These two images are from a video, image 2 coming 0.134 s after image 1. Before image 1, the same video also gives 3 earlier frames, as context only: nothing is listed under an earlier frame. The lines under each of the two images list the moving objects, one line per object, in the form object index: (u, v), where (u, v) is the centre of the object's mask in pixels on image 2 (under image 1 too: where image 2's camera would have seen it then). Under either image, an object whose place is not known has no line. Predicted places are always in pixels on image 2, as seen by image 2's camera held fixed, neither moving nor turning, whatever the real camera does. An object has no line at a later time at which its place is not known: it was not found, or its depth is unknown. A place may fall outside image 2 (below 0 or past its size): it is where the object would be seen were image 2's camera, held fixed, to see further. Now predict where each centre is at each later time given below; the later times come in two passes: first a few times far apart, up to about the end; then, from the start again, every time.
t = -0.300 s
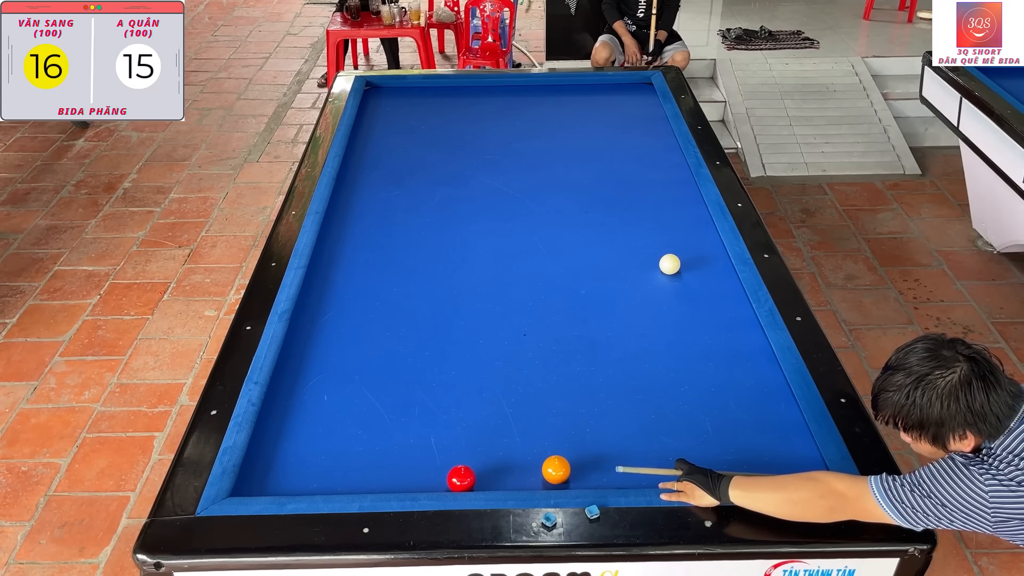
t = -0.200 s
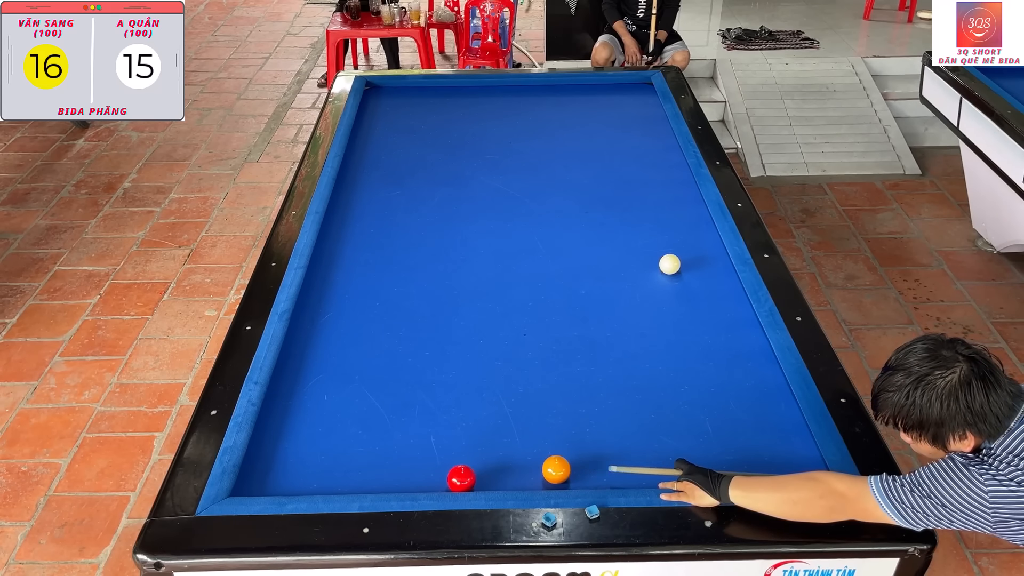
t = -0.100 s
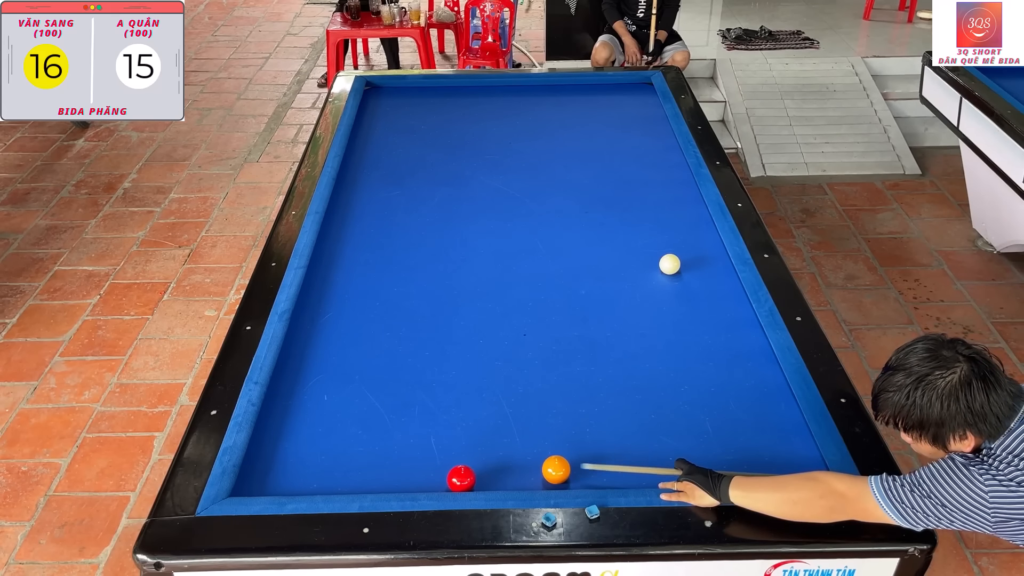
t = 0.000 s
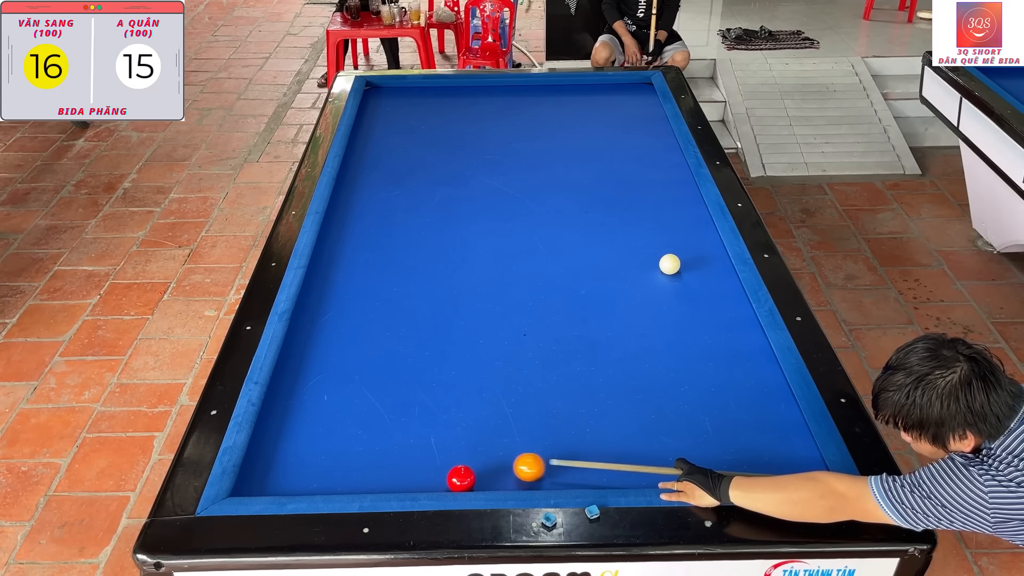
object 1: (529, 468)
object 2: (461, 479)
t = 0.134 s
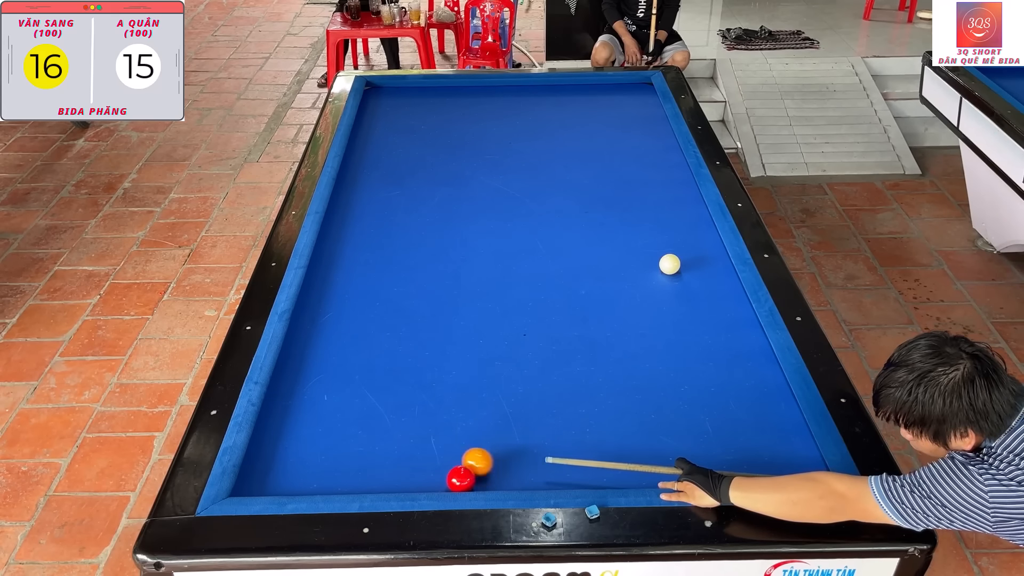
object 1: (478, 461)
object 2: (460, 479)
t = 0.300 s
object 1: (428, 444)
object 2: (449, 479)
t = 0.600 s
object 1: (344, 416)
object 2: (434, 468)
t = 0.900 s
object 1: (285, 391)
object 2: (421, 457)
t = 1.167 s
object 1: (332, 374)
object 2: (410, 448)
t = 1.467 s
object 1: (374, 356)
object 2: (400, 438)
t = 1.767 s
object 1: (413, 340)
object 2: (391, 430)
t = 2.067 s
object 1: (448, 325)
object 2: (384, 422)
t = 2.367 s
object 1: (481, 312)
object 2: (377, 416)
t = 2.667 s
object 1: (511, 300)
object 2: (371, 411)
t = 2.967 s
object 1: (538, 288)
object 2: (366, 406)
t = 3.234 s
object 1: (561, 279)
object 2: (362, 402)
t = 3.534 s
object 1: (585, 269)
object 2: (359, 398)
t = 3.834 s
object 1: (608, 260)
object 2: (356, 396)
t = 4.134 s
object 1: (629, 252)
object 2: (352, 396)
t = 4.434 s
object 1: (649, 245)
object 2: (350, 396)
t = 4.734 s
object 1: (667, 238)
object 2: (350, 396)
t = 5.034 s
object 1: (684, 231)
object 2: (351, 396)
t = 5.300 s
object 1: (698, 226)
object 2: (351, 396)
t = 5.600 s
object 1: (699, 222)
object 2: (351, 396)
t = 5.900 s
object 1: (689, 218)
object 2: (351, 396)
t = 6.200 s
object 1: (680, 216)
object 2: (351, 396)
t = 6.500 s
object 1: (672, 213)
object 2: (351, 396)
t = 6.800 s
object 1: (666, 211)
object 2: (351, 396)
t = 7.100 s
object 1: (660, 209)
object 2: (351, 396)
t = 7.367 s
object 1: (656, 208)
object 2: (351, 396)
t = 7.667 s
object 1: (652, 206)
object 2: (351, 396)
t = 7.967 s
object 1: (650, 205)
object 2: (351, 396)
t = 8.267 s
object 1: (648, 204)
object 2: (351, 396)
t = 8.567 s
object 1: (648, 204)
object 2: (351, 396)
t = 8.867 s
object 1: (648, 204)
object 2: (351, 396)
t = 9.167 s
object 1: (648, 204)
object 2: (351, 396)
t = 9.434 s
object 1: (648, 205)
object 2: (351, 396)
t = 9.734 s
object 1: (648, 205)
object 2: (351, 396)
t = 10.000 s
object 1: (648, 205)
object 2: (351, 396)
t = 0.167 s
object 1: (468, 458)
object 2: (457, 481)
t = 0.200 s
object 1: (458, 454)
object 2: (454, 482)
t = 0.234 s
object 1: (448, 451)
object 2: (452, 481)
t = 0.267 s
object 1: (438, 448)
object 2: (450, 480)
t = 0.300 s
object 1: (428, 444)
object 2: (449, 479)
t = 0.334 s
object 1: (418, 441)
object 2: (447, 478)
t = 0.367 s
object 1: (409, 438)
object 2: (445, 477)
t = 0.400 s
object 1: (399, 435)
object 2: (444, 476)
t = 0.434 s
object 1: (390, 431)
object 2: (442, 475)
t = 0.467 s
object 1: (381, 428)
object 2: (440, 473)
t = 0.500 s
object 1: (371, 425)
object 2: (439, 472)
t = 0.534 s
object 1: (362, 422)
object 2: (437, 470)
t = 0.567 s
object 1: (353, 419)
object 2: (435, 469)
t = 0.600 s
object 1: (344, 416)
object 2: (434, 468)
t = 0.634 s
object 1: (335, 413)
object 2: (432, 467)
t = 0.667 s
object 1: (327, 410)
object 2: (431, 465)
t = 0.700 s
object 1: (318, 407)
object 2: (429, 464)
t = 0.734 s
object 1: (310, 404)
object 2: (428, 463)
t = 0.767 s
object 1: (301, 402)
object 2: (426, 462)
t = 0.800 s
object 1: (292, 399)
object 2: (425, 460)
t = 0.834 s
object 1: (284, 396)
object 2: (423, 459)
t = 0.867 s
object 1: (278, 393)
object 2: (422, 458)
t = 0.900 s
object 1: (285, 391)
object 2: (421, 457)
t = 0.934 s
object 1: (292, 389)
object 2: (419, 455)
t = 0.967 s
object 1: (299, 386)
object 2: (418, 454)
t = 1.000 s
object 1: (305, 384)
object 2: (416, 453)
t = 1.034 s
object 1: (311, 382)
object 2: (415, 452)
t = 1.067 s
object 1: (317, 380)
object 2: (414, 451)
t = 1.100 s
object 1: (322, 378)
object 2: (412, 450)
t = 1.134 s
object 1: (327, 376)
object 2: (411, 449)
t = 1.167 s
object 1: (332, 374)
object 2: (410, 448)
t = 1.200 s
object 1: (336, 371)
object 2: (408, 447)
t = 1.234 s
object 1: (341, 369)
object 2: (407, 445)
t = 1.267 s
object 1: (346, 367)
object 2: (406, 444)
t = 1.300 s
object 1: (351, 365)
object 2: (405, 443)
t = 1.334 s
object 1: (356, 363)
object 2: (404, 442)
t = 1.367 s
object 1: (360, 361)
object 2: (403, 441)
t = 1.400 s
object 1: (365, 360)
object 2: (402, 440)
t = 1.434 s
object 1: (369, 358)
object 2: (401, 439)
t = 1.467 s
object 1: (374, 356)
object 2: (400, 438)
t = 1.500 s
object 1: (378, 354)
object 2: (399, 437)
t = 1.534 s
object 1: (383, 352)
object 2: (398, 436)
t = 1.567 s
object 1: (387, 350)
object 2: (397, 435)
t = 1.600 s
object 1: (392, 348)
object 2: (396, 434)
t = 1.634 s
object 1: (396, 346)
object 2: (395, 433)
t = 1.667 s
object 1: (400, 345)
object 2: (394, 432)
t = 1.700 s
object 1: (405, 343)
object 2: (393, 431)
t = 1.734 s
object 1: (409, 341)
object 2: (392, 431)
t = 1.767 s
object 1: (413, 340)
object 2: (391, 430)
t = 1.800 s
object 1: (417, 338)
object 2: (390, 429)
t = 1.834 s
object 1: (421, 336)
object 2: (389, 428)
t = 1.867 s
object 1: (425, 335)
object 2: (388, 427)
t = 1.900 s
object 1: (429, 333)
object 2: (388, 426)
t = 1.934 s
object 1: (433, 331)
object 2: (387, 426)
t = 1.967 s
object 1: (437, 330)
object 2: (386, 425)
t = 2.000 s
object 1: (441, 328)
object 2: (385, 424)
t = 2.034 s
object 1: (444, 327)
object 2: (384, 423)
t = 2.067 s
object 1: (448, 325)
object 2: (384, 422)
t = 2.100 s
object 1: (452, 323)
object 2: (383, 422)
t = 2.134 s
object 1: (456, 322)
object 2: (382, 421)
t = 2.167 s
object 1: (459, 320)
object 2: (381, 420)
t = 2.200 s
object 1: (463, 319)
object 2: (381, 419)
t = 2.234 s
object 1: (467, 318)
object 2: (380, 419)
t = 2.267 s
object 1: (470, 316)
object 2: (379, 418)
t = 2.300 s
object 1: (474, 315)
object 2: (378, 417)
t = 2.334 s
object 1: (477, 313)
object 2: (378, 417)
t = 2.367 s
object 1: (481, 312)
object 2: (377, 416)
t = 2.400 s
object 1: (484, 310)
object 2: (376, 415)
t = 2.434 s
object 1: (488, 309)
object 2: (376, 415)
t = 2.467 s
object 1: (491, 308)
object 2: (375, 414)
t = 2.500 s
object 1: (494, 306)
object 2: (374, 413)
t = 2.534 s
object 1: (498, 305)
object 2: (373, 413)
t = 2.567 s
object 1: (501, 303)
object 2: (373, 412)
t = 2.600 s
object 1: (504, 302)
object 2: (372, 412)
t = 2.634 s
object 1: (508, 301)
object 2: (371, 411)
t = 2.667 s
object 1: (511, 300)
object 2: (371, 411)
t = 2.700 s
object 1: (514, 298)
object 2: (370, 410)
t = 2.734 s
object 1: (517, 297)
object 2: (370, 409)
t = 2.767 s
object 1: (520, 296)
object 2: (369, 409)
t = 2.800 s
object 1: (523, 295)
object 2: (368, 408)
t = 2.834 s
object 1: (526, 293)
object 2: (368, 408)
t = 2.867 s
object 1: (529, 292)
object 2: (367, 407)
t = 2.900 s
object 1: (532, 290)
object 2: (367, 407)
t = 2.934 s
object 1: (535, 289)
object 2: (366, 406)
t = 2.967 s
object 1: (538, 288)
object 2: (366, 406)
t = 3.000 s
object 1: (541, 287)
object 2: (365, 405)
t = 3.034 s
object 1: (544, 286)
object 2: (365, 405)
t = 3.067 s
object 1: (547, 284)
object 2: (364, 404)
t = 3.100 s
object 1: (550, 283)
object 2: (364, 404)
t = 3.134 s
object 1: (553, 282)
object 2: (363, 403)
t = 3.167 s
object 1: (556, 281)
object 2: (363, 403)
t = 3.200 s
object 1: (559, 280)
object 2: (363, 403)
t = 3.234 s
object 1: (561, 279)
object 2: (362, 402)
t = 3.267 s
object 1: (564, 278)
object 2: (362, 402)
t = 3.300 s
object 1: (567, 276)
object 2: (361, 401)
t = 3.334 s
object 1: (569, 275)
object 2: (361, 401)
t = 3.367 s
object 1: (572, 274)
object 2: (361, 400)
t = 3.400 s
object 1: (575, 273)
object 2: (360, 400)
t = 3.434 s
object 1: (577, 272)
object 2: (360, 399)
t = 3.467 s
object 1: (580, 271)
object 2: (360, 399)
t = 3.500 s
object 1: (583, 270)
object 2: (359, 399)
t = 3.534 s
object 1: (585, 269)
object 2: (359, 398)
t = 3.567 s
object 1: (588, 268)
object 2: (359, 398)
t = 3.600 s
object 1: (590, 267)
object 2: (358, 398)
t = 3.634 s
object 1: (593, 266)
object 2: (358, 397)
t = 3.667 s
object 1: (596, 265)
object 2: (358, 397)
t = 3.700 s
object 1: (598, 264)
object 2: (357, 397)
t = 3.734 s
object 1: (600, 263)
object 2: (357, 397)
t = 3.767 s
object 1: (603, 262)
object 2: (356, 397)
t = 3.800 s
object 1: (605, 261)
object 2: (356, 397)
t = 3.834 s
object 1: (608, 260)
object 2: (356, 396)
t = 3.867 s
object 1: (610, 259)
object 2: (355, 396)
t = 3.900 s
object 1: (613, 258)
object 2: (355, 396)
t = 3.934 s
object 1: (615, 257)
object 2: (354, 396)
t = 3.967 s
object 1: (618, 257)
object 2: (354, 396)
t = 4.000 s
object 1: (620, 256)
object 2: (353, 396)
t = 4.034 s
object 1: (622, 255)
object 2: (353, 396)
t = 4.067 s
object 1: (625, 254)
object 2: (353, 396)
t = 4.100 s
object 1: (627, 253)
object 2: (352, 396)
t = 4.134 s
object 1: (629, 252)
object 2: (352, 396)
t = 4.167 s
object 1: (632, 251)
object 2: (352, 396)
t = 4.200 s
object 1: (634, 250)
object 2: (351, 396)
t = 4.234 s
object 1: (636, 250)
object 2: (351, 396)
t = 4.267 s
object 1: (638, 249)
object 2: (351, 396)
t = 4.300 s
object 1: (640, 248)
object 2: (351, 396)
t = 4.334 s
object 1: (643, 247)
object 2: (350, 396)
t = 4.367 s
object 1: (645, 246)
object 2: (350, 396)
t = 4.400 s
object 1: (647, 245)
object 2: (350, 396)
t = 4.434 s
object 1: (649, 245)
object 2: (350, 396)
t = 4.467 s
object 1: (651, 244)
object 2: (350, 396)
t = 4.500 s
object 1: (653, 243)
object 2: (350, 396)
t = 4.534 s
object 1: (655, 242)
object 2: (350, 396)
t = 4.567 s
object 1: (657, 242)
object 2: (350, 396)
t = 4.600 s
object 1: (659, 241)
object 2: (350, 396)
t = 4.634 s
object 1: (661, 240)
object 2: (350, 396)
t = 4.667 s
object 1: (663, 239)
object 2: (350, 396)
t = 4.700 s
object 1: (665, 239)
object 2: (350, 396)
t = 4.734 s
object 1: (667, 238)
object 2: (350, 396)
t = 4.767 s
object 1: (669, 237)
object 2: (350, 396)
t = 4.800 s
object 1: (671, 236)
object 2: (350, 396)
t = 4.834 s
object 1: (673, 236)
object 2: (350, 396)
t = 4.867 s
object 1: (675, 235)
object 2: (350, 396)
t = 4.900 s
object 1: (677, 234)
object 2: (350, 396)
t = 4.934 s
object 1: (679, 233)
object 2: (350, 396)
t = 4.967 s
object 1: (680, 233)
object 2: (351, 396)
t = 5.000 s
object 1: (682, 232)
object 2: (351, 396)
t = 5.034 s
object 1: (684, 231)
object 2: (351, 396)
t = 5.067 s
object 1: (686, 231)
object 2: (351, 396)
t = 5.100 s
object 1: (688, 230)
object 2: (351, 396)
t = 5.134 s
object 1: (689, 229)
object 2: (351, 396)
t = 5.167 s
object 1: (691, 229)
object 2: (351, 396)
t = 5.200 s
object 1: (693, 228)
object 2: (351, 396)
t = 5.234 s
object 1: (695, 227)
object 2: (351, 396)
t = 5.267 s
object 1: (696, 227)
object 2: (351, 396)
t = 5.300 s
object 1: (698, 226)
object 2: (351, 396)
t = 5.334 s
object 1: (700, 225)
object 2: (351, 396)
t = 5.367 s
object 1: (701, 225)
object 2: (351, 396)
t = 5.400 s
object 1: (703, 224)
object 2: (351, 396)
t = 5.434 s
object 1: (705, 223)
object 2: (351, 396)
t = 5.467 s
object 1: (704, 223)
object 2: (351, 396)
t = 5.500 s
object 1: (703, 223)
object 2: (351, 396)
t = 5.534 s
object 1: (701, 222)
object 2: (351, 396)
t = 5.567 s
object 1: (700, 222)
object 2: (351, 396)
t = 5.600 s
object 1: (699, 222)
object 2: (351, 396)
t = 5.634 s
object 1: (698, 221)
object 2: (351, 396)
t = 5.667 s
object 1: (697, 221)
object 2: (351, 396)
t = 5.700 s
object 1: (696, 220)
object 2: (351, 396)
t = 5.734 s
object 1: (695, 220)
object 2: (351, 396)
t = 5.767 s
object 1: (694, 220)
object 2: (351, 396)
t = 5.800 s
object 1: (693, 219)
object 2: (351, 396)
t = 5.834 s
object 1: (692, 219)
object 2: (351, 396)
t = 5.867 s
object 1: (690, 219)
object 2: (351, 396)
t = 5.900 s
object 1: (689, 218)
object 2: (351, 396)
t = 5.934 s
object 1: (688, 218)
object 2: (351, 396)
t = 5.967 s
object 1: (687, 218)
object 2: (351, 396)
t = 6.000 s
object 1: (686, 217)
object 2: (351, 396)
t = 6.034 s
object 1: (685, 217)
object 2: (351, 396)
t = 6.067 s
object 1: (684, 217)
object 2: (351, 396)
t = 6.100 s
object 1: (683, 216)
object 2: (351, 396)
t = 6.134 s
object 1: (682, 216)
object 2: (351, 396)
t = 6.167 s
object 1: (681, 216)
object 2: (351, 396)
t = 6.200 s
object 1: (680, 216)
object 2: (351, 396)
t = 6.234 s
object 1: (680, 215)
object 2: (351, 396)
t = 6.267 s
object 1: (679, 215)
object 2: (351, 396)
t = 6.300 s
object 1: (678, 215)
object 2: (351, 396)
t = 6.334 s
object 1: (677, 214)
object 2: (351, 396)
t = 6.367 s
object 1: (676, 214)
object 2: (351, 396)
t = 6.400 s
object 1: (675, 214)
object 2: (351, 396)
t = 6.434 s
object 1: (674, 214)
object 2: (351, 396)
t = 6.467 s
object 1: (673, 213)
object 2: (351, 396)
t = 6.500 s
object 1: (672, 213)
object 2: (351, 396)
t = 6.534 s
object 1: (672, 213)
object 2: (351, 396)
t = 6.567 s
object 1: (671, 213)
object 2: (351, 396)
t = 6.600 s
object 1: (670, 212)
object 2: (351, 396)
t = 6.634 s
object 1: (670, 212)
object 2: (351, 396)
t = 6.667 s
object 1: (669, 212)
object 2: (351, 396)
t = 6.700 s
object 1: (668, 212)
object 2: (351, 396)
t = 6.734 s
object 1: (667, 211)
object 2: (351, 396)
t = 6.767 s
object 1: (667, 211)
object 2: (351, 396)
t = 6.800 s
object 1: (666, 211)
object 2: (351, 396)
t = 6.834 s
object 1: (665, 211)
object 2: (351, 396)
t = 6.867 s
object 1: (665, 210)
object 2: (351, 396)
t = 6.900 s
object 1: (664, 210)
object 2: (351, 396)
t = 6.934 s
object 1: (663, 210)
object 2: (351, 396)
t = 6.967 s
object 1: (663, 210)
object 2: (351, 396)
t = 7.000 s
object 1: (662, 210)
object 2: (351, 396)
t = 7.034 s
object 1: (661, 209)
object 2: (351, 396)
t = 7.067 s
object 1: (661, 209)
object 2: (351, 396)
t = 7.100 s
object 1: (660, 209)
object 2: (351, 396)
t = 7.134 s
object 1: (660, 209)
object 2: (351, 396)
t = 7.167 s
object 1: (659, 209)
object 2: (351, 396)
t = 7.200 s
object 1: (659, 209)
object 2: (351, 396)
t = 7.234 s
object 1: (658, 208)
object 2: (351, 396)
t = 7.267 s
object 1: (657, 208)
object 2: (351, 396)
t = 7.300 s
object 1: (657, 208)
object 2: (351, 396)
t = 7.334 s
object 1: (656, 208)
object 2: (351, 396)
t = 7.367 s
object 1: (656, 208)
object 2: (351, 396)
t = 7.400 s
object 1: (655, 208)
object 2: (351, 396)
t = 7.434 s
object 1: (655, 207)
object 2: (351, 396)
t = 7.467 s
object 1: (655, 207)
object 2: (351, 396)
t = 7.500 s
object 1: (654, 207)
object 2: (351, 396)
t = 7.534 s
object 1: (654, 207)
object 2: (351, 396)
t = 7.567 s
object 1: (653, 207)
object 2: (351, 396)
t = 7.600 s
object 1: (653, 207)
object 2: (351, 396)
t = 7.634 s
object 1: (652, 206)
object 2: (351, 396)
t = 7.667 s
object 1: (652, 206)
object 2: (351, 396)
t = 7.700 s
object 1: (652, 206)
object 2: (351, 396)
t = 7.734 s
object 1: (651, 206)
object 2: (351, 396)
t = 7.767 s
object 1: (651, 206)
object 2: (351, 396)
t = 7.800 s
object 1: (651, 206)
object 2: (351, 396)
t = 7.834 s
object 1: (651, 206)
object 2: (351, 396)
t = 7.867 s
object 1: (650, 205)
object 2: (351, 396)
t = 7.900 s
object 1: (650, 205)
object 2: (351, 396)
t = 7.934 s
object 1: (650, 205)
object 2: (351, 396)
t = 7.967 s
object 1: (650, 205)
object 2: (351, 396)
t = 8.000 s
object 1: (649, 205)
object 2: (351, 396)
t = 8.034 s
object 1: (649, 205)
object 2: (351, 396)
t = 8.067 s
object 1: (649, 205)
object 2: (351, 396)
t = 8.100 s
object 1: (649, 205)
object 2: (351, 396)
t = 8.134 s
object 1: (649, 205)
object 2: (351, 396)
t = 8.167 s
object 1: (648, 205)
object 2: (351, 396)
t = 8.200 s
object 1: (648, 205)
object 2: (351, 396)
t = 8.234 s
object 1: (648, 204)
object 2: (351, 396)
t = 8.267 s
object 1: (648, 204)
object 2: (351, 396)
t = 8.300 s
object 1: (648, 204)
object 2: (351, 396)
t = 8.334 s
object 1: (648, 204)
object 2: (351, 396)
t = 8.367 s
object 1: (648, 204)
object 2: (351, 396)
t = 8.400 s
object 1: (648, 204)
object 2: (351, 396)
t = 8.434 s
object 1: (647, 204)
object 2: (351, 396)
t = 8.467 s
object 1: (647, 204)
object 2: (351, 396)
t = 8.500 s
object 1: (648, 204)
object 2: (351, 396)
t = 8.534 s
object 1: (648, 204)
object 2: (351, 396)
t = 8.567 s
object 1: (648, 204)
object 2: (351, 396)
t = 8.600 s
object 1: (647, 204)
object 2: (351, 396)
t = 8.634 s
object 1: (648, 204)
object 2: (351, 396)
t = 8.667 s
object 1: (648, 204)
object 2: (351, 396)
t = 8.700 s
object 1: (648, 204)
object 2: (351, 396)
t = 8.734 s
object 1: (648, 204)
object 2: (351, 396)
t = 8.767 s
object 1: (648, 204)
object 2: (351, 396)
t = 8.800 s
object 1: (648, 204)
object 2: (351, 396)
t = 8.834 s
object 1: (648, 204)
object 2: (351, 396)
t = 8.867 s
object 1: (648, 204)
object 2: (351, 396)
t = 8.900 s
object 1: (648, 204)
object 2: (351, 396)
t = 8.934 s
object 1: (648, 204)
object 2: (351, 396)
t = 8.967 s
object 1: (648, 204)
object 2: (351, 396)
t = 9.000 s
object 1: (648, 204)
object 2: (351, 396)
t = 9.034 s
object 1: (648, 205)
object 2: (351, 396)
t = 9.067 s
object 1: (648, 205)
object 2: (351, 396)
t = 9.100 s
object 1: (648, 205)
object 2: (351, 396)
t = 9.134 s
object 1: (648, 205)
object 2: (351, 396)
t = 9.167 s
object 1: (648, 204)
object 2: (351, 396)
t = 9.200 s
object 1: (648, 205)
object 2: (351, 396)
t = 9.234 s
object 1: (648, 205)
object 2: (351, 396)
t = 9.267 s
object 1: (648, 204)
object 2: (351, 396)
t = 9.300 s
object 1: (648, 205)
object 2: (351, 396)
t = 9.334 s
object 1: (648, 205)
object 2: (351, 396)
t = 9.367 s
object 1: (648, 205)
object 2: (351, 396)
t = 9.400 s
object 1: (648, 205)
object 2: (351, 396)
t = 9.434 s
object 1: (648, 205)
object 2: (351, 396)
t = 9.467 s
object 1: (648, 205)
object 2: (351, 396)
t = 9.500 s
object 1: (648, 205)
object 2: (351, 396)
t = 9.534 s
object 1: (648, 205)
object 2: (351, 396)
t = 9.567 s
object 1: (648, 205)
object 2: (351, 396)
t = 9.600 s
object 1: (648, 205)
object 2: (351, 396)
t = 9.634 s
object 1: (648, 205)
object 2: (351, 396)
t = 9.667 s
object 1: (648, 205)
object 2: (351, 396)
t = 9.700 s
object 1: (648, 205)
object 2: (351, 396)
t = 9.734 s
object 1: (648, 205)
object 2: (351, 396)
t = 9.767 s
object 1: (648, 205)
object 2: (351, 396)
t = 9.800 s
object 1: (648, 205)
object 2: (351, 396)
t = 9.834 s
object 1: (648, 205)
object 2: (351, 396)
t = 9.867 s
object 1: (648, 205)
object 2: (351, 396)
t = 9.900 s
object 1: (648, 205)
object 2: (351, 396)
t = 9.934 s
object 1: (648, 205)
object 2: (351, 396)
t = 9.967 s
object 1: (648, 205)
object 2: (351, 396)
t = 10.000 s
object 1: (648, 205)
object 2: (351, 396)
